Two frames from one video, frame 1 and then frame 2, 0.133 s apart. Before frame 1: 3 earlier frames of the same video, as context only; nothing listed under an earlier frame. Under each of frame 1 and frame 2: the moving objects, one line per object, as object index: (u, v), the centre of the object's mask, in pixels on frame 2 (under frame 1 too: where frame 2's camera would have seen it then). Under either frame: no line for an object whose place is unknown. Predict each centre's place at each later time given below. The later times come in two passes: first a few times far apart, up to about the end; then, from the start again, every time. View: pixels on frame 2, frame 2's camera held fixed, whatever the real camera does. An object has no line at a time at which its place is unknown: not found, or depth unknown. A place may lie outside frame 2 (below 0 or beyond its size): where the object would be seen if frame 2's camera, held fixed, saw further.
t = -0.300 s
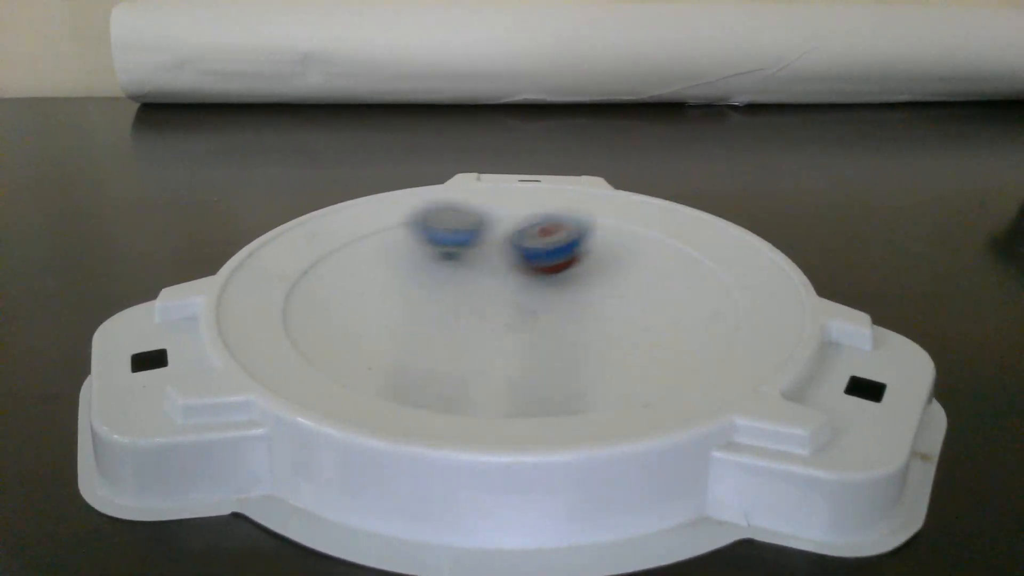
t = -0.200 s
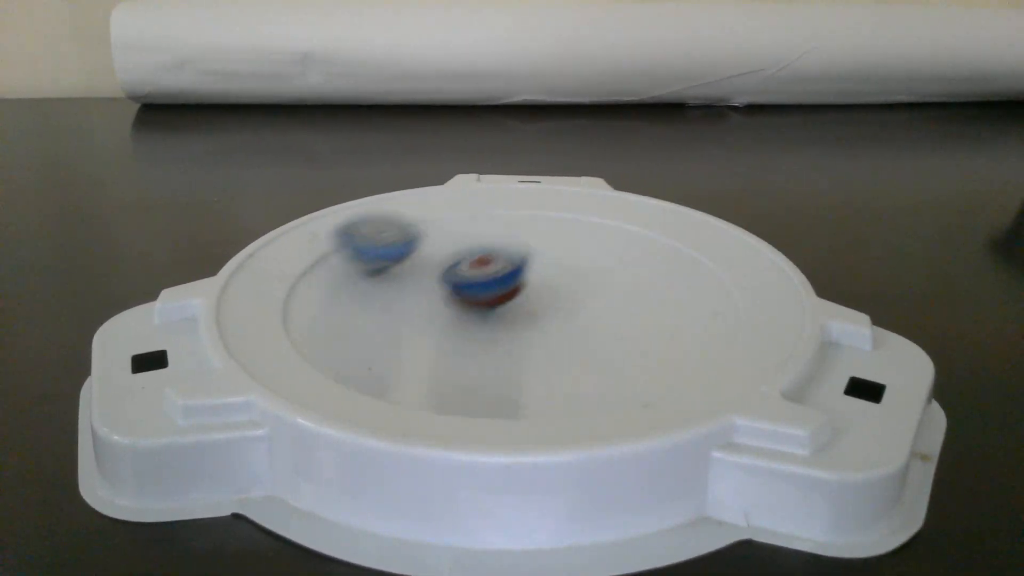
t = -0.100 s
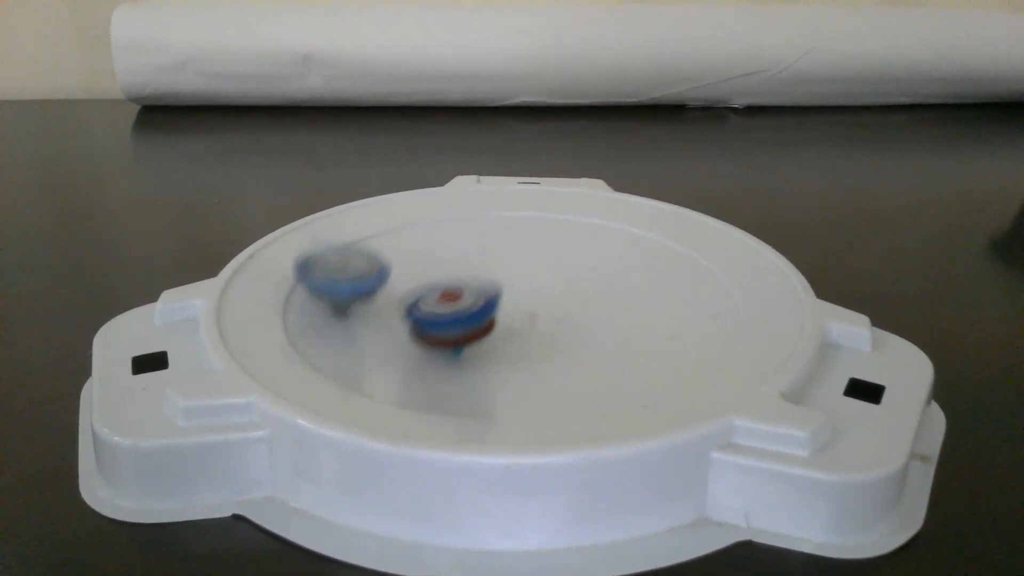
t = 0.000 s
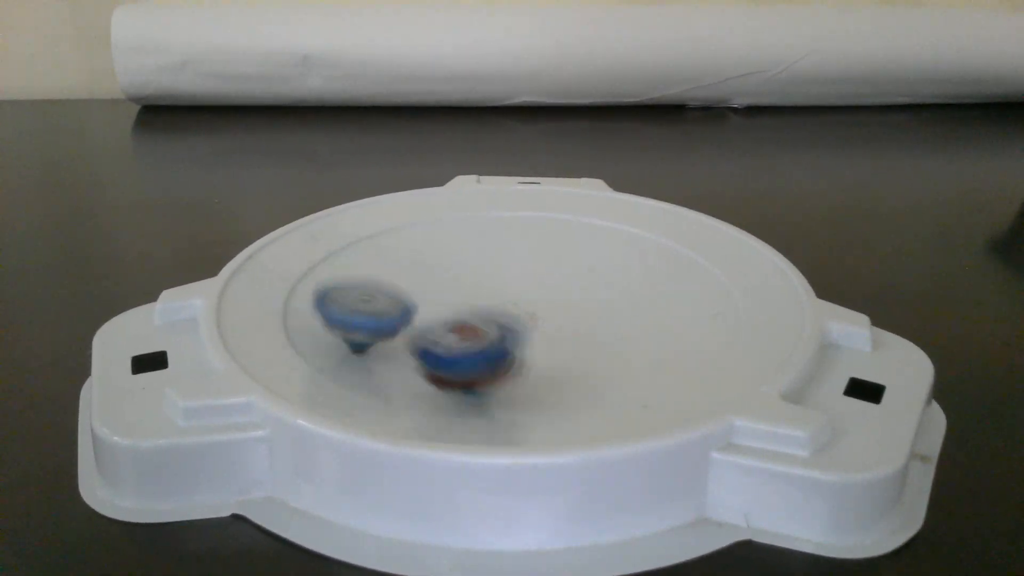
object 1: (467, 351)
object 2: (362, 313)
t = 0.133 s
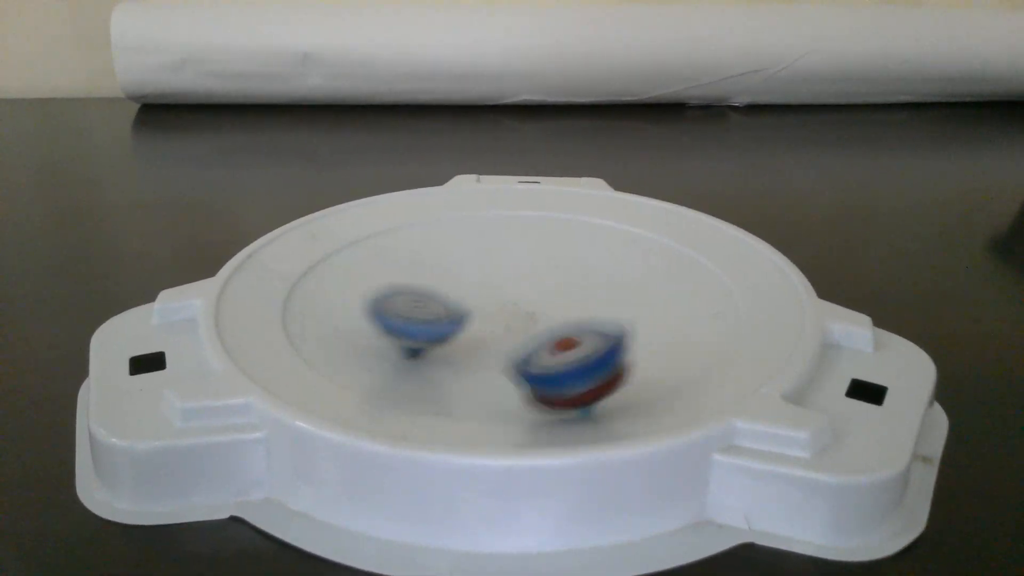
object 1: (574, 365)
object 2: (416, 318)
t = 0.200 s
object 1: (607, 353)
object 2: (453, 310)
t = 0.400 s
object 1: (619, 319)
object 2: (476, 251)
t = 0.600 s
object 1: (490, 297)
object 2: (410, 243)
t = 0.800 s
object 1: (440, 357)
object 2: (455, 248)
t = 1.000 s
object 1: (521, 360)
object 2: (533, 234)
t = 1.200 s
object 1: (523, 321)
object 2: (551, 242)
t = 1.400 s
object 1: (421, 287)
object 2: (584, 275)
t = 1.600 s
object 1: (332, 270)
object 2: (623, 295)
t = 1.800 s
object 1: (396, 296)
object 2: (601, 304)
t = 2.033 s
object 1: (506, 260)
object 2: (586, 327)
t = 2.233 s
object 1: (533, 215)
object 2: (624, 323)
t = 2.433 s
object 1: (512, 227)
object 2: (545, 306)
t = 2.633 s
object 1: (555, 276)
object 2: (432, 298)
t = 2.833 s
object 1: (633, 299)
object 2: (376, 310)
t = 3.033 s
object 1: (656, 292)
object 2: (462, 312)
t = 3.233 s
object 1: (579, 307)
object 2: (506, 268)
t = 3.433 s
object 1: (558, 332)
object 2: (501, 227)
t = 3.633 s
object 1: (529, 328)
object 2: (474, 242)
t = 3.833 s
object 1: (436, 319)
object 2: (532, 273)
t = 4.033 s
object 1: (372, 320)
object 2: (608, 276)
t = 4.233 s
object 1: (414, 316)
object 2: (649, 277)
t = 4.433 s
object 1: (484, 291)
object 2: (594, 295)
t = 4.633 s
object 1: (523, 259)
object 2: (590, 323)
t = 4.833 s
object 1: (571, 238)
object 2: (568, 334)
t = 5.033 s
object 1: (578, 243)
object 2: (504, 323)
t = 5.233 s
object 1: (559, 279)
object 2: (449, 302)
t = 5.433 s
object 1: (513, 308)
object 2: (422, 275)
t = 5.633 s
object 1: (445, 316)
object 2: (439, 264)
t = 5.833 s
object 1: (397, 309)
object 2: (490, 265)
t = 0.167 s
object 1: (591, 359)
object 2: (436, 315)
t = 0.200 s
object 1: (607, 353)
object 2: (453, 310)
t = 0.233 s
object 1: (619, 346)
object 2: (468, 302)
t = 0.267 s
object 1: (627, 341)
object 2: (479, 293)
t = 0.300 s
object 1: (633, 335)
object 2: (485, 283)
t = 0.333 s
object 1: (634, 329)
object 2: (486, 272)
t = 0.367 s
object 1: (629, 324)
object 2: (483, 261)
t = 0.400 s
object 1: (619, 319)
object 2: (476, 251)
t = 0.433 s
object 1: (604, 314)
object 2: (467, 243)
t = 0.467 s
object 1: (586, 309)
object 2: (455, 236)
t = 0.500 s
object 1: (564, 306)
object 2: (442, 233)
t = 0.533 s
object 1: (540, 302)
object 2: (429, 233)
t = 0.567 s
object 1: (515, 299)
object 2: (417, 236)
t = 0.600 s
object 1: (490, 297)
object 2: (410, 243)
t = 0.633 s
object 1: (468, 297)
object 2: (408, 253)
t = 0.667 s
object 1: (450, 307)
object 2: (412, 254)
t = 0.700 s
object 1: (441, 324)
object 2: (419, 251)
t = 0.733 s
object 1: (434, 338)
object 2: (429, 249)
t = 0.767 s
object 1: (435, 349)
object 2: (441, 249)
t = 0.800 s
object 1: (440, 357)
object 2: (455, 248)
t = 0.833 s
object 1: (449, 364)
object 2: (470, 246)
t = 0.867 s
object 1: (458, 369)
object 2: (486, 245)
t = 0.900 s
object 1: (475, 372)
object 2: (500, 242)
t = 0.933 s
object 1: (493, 370)
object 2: (513, 239)
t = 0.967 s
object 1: (509, 365)
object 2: (524, 236)
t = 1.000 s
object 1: (521, 360)
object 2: (533, 234)
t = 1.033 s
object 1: (530, 354)
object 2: (539, 232)
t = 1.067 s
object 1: (536, 347)
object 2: (543, 232)
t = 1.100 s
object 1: (538, 339)
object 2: (545, 233)
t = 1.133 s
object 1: (537, 333)
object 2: (547, 234)
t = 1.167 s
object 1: (531, 326)
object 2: (549, 238)
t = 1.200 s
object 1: (523, 321)
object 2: (551, 242)
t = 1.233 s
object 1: (511, 313)
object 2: (554, 246)
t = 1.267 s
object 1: (496, 307)
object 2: (558, 251)
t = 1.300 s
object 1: (477, 302)
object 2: (562, 257)
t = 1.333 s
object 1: (459, 297)
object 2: (567, 264)
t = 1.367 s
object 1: (441, 292)
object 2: (576, 270)
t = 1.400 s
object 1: (421, 287)
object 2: (584, 275)
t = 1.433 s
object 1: (404, 282)
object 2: (594, 280)
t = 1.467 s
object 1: (385, 278)
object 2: (603, 285)
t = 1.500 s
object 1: (368, 273)
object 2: (609, 288)
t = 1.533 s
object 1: (354, 271)
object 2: (616, 291)
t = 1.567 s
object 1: (341, 270)
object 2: (621, 293)
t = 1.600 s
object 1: (332, 270)
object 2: (623, 295)
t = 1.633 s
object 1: (328, 273)
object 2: (624, 297)
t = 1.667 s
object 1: (330, 277)
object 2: (622, 297)
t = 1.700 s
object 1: (338, 282)
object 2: (619, 299)
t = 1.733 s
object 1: (352, 289)
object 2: (614, 301)
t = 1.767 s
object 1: (373, 293)
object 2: (608, 302)
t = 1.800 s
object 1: (396, 296)
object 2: (601, 304)
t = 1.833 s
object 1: (421, 296)
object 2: (591, 305)
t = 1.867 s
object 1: (444, 295)
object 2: (580, 307)
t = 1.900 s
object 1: (464, 291)
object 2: (567, 308)
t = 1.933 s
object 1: (478, 283)
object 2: (564, 312)
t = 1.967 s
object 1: (488, 276)
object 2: (569, 318)
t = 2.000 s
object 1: (498, 268)
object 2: (576, 322)
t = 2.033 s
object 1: (506, 260)
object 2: (586, 327)
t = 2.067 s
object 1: (514, 254)
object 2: (598, 331)
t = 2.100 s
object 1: (521, 244)
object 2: (608, 331)
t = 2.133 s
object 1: (526, 236)
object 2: (617, 330)
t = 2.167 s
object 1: (530, 228)
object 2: (622, 328)
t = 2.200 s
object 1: (533, 220)
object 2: (624, 326)
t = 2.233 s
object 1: (533, 215)
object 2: (624, 323)
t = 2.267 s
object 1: (530, 211)
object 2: (617, 320)
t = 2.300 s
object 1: (526, 209)
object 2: (608, 317)
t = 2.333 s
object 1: (522, 210)
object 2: (596, 313)
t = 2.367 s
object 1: (519, 213)
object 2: (582, 309)
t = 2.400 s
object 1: (515, 218)
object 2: (564, 307)
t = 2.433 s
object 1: (512, 227)
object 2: (545, 306)
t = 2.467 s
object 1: (513, 237)
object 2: (525, 302)
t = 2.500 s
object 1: (518, 246)
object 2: (505, 303)
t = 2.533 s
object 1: (524, 254)
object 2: (485, 301)
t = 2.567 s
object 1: (533, 264)
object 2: (465, 299)
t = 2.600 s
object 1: (544, 270)
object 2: (448, 299)
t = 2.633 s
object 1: (555, 276)
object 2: (432, 298)
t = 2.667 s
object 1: (568, 281)
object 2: (414, 297)
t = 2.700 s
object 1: (581, 285)
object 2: (399, 298)
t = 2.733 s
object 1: (594, 289)
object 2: (387, 300)
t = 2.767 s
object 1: (608, 294)
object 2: (378, 303)
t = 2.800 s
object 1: (620, 296)
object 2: (374, 305)
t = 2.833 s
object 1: (633, 299)
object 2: (376, 310)
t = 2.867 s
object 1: (647, 298)
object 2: (383, 313)
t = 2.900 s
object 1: (658, 298)
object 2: (394, 316)
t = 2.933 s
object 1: (664, 295)
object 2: (410, 318)
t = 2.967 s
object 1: (666, 294)
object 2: (428, 317)
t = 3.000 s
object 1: (663, 293)
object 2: (447, 315)
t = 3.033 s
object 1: (656, 292)
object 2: (462, 312)
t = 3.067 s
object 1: (645, 292)
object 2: (477, 305)
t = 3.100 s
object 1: (630, 293)
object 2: (488, 299)
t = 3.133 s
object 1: (610, 295)
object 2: (497, 293)
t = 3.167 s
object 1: (594, 298)
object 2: (503, 285)
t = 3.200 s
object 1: (585, 302)
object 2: (505, 276)
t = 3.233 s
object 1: (579, 307)
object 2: (506, 268)
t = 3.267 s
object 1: (573, 311)
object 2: (507, 261)
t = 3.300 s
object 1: (568, 317)
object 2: (508, 253)
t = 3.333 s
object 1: (565, 323)
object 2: (508, 245)
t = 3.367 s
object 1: (562, 327)
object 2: (507, 238)
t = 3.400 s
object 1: (560, 330)
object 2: (504, 232)
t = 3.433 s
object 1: (558, 332)
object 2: (501, 227)
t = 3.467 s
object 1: (556, 333)
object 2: (494, 224)
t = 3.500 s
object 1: (553, 333)
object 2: (487, 223)
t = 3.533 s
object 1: (549, 333)
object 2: (481, 225)
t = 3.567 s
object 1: (544, 332)
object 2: (476, 228)
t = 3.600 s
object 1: (537, 330)
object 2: (474, 235)
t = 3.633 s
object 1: (529, 328)
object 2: (474, 242)
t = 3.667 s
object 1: (518, 324)
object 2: (478, 250)
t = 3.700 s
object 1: (506, 320)
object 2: (483, 258)
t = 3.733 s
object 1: (493, 319)
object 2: (490, 265)
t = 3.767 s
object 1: (477, 316)
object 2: (500, 269)
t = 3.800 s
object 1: (455, 317)
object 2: (517, 272)
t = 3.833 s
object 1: (436, 319)
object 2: (532, 273)
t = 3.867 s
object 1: (421, 320)
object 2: (545, 274)
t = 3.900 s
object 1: (409, 321)
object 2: (557, 273)
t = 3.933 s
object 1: (396, 321)
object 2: (570, 275)
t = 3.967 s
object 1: (385, 320)
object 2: (583, 274)
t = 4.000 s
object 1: (378, 320)
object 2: (596, 275)
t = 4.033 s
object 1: (372, 320)
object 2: (608, 276)
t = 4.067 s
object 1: (370, 320)
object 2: (620, 277)
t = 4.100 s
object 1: (373, 321)
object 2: (632, 277)
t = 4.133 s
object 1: (379, 320)
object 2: (640, 277)
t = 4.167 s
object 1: (388, 320)
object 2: (646, 276)
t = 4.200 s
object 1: (401, 318)
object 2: (650, 276)
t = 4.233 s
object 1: (414, 316)
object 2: (649, 277)
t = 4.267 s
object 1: (428, 313)
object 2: (645, 279)
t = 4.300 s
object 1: (443, 309)
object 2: (639, 281)
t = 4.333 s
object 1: (453, 304)
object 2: (631, 283)
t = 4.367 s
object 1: (464, 300)
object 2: (620, 287)
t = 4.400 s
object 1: (474, 296)
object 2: (607, 290)
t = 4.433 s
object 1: (484, 291)
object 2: (594, 295)
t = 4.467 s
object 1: (491, 285)
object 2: (588, 298)
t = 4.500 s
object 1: (496, 278)
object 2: (587, 304)
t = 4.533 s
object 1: (503, 273)
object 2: (588, 309)
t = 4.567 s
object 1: (509, 269)
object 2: (591, 315)
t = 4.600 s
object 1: (516, 264)
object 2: (590, 318)
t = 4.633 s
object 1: (523, 259)
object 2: (590, 323)
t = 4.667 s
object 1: (531, 255)
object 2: (588, 327)
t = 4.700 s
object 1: (540, 251)
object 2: (586, 331)
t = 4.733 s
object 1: (548, 247)
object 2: (583, 332)
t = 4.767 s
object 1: (556, 244)
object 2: (578, 333)
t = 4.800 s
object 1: (564, 241)
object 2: (576, 333)
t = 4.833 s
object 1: (571, 238)
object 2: (568, 334)
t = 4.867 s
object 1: (577, 236)
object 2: (561, 333)
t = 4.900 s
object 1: (581, 234)
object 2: (550, 331)
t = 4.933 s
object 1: (582, 234)
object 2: (539, 331)
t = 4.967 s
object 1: (582, 236)
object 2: (528, 327)
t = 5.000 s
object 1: (581, 240)
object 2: (515, 326)
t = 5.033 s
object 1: (578, 243)
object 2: (504, 323)
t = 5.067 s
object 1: (577, 249)
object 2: (493, 320)
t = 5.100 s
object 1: (574, 254)
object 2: (483, 318)
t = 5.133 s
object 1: (571, 261)
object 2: (473, 314)
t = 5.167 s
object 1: (567, 267)
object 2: (465, 310)
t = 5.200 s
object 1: (564, 273)
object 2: (456, 306)
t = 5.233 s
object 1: (559, 279)
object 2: (449, 302)
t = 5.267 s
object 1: (554, 285)
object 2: (442, 297)
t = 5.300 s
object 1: (547, 290)
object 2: (437, 292)
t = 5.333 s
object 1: (541, 295)
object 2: (431, 288)
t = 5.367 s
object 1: (532, 300)
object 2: (427, 283)
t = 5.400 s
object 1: (523, 304)
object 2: (425, 279)
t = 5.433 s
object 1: (513, 308)
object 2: (422, 275)
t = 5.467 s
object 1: (503, 311)
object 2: (421, 274)
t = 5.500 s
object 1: (492, 313)
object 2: (423, 271)
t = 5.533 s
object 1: (482, 314)
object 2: (425, 269)
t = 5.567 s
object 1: (470, 316)
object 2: (429, 265)
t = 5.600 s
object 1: (458, 317)
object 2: (432, 264)
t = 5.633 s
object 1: (445, 316)
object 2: (439, 264)
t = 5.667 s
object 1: (434, 316)
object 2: (445, 263)
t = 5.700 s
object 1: (422, 315)
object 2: (453, 265)
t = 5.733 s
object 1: (411, 312)
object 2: (463, 265)
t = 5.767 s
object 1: (404, 310)
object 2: (469, 265)
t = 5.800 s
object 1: (398, 309)
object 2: (480, 266)
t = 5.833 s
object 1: (397, 309)
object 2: (490, 265)
